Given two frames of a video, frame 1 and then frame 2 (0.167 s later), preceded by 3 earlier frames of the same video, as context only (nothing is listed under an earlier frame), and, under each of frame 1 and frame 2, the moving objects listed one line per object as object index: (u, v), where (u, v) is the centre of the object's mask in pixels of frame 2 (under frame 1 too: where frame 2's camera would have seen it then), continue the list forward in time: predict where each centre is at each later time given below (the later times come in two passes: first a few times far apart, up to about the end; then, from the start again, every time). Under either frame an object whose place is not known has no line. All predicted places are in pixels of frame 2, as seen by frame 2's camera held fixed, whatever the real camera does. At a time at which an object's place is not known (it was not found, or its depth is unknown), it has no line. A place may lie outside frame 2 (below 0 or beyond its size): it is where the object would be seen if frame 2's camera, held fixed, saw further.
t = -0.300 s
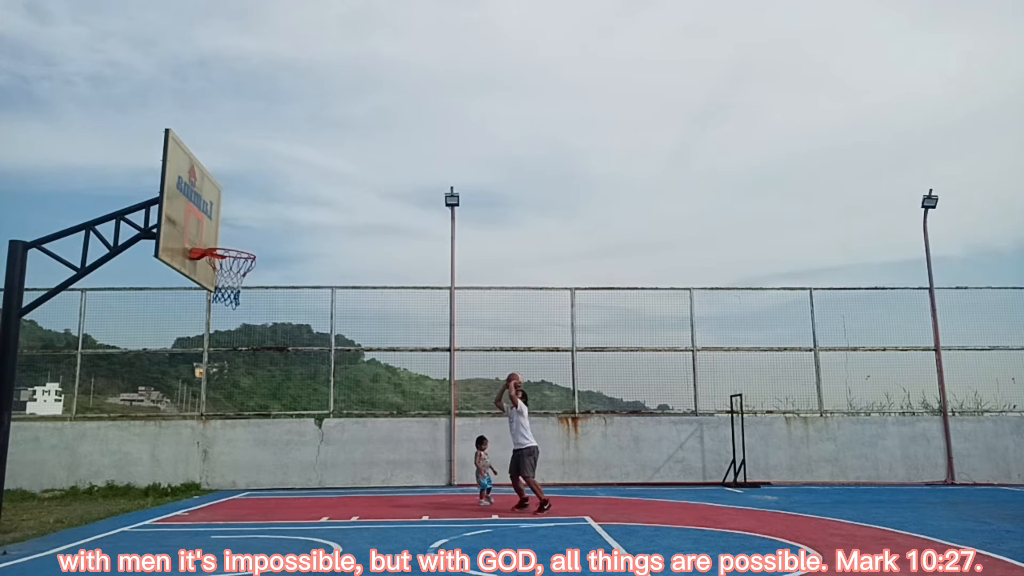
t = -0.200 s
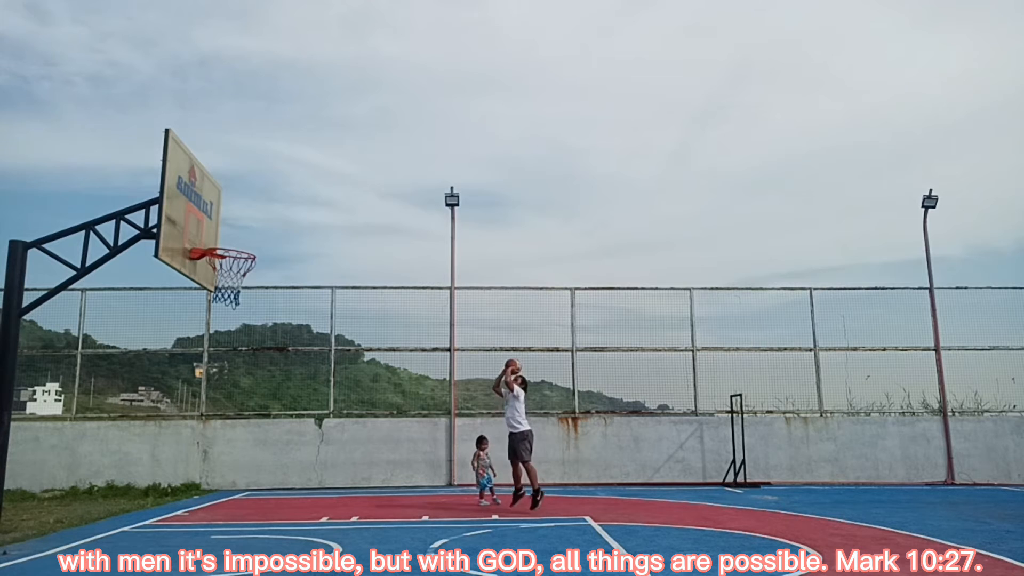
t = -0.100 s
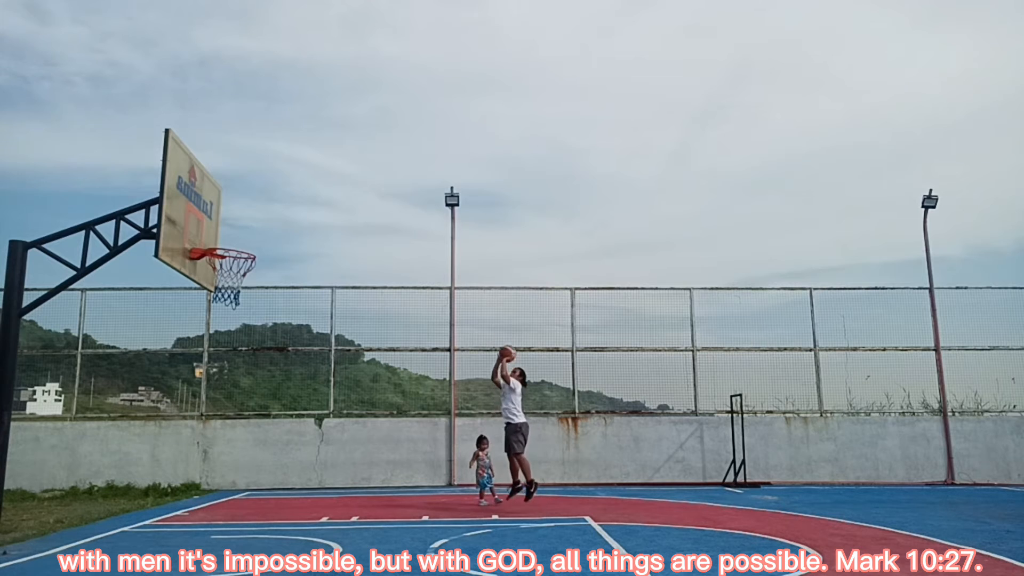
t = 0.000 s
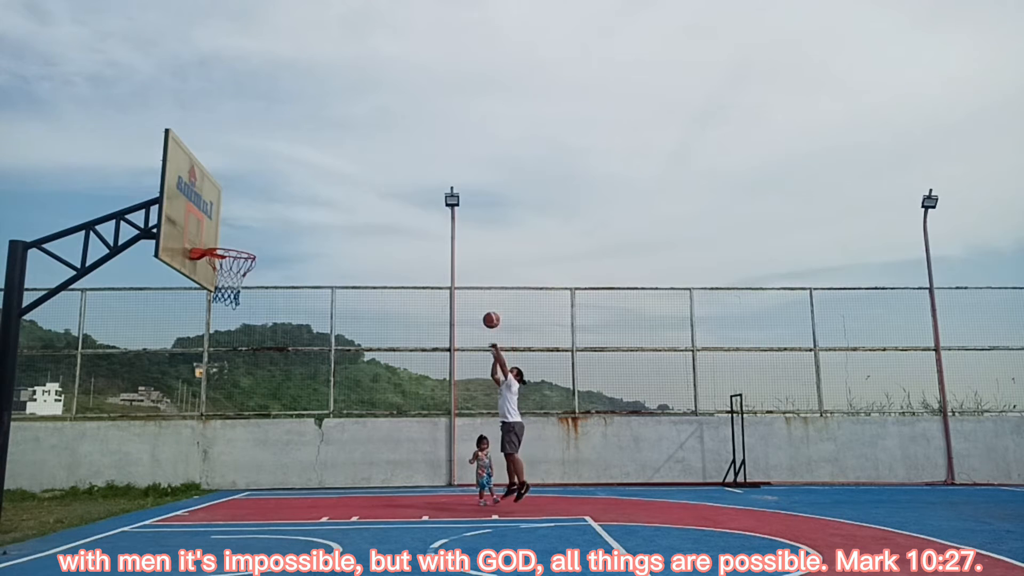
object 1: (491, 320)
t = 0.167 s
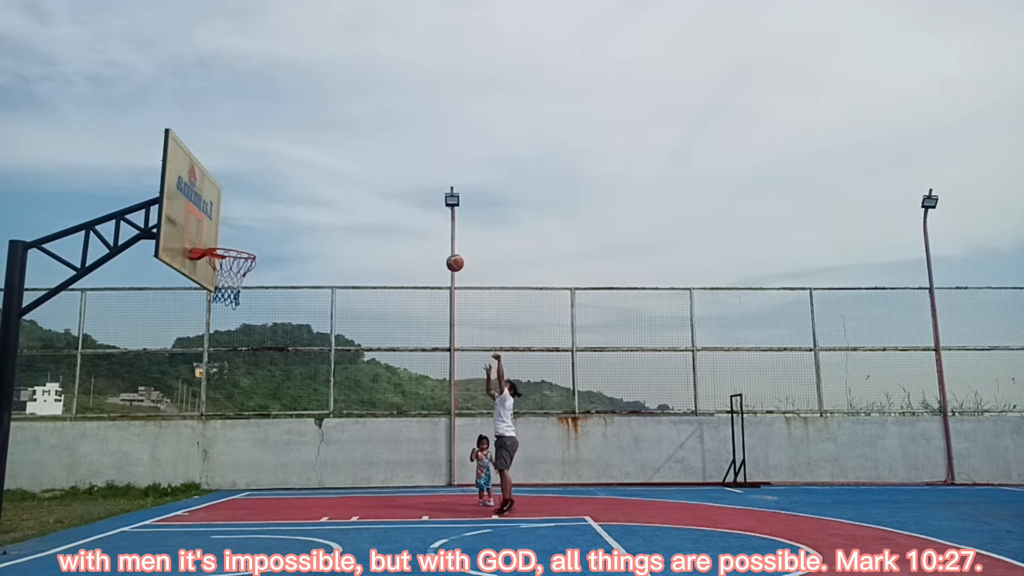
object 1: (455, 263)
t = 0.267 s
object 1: (432, 236)
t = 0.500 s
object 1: (373, 198)
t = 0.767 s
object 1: (293, 204)
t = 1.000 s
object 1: (220, 263)
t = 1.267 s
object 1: (254, 321)
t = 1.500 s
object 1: (282, 420)
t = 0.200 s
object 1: (447, 253)
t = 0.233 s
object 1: (440, 244)
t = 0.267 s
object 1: (432, 236)
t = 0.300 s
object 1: (424, 229)
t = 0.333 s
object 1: (416, 222)
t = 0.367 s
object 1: (407, 215)
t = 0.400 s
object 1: (399, 210)
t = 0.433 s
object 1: (390, 205)
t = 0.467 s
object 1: (382, 201)
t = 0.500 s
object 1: (373, 198)
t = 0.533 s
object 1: (364, 196)
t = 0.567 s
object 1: (354, 194)
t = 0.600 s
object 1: (345, 194)
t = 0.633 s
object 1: (335, 194)
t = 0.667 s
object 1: (325, 195)
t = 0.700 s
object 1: (315, 197)
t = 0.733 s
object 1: (304, 200)
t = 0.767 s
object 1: (293, 204)
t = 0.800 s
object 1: (282, 209)
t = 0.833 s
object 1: (271, 215)
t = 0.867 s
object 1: (259, 223)
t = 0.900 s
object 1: (246, 231)
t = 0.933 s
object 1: (234, 240)
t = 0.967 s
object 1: (221, 252)
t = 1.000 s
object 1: (220, 263)
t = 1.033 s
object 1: (223, 273)
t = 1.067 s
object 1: (228, 281)
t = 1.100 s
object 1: (233, 286)
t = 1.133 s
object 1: (238, 291)
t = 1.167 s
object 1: (242, 297)
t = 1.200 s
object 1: (246, 304)
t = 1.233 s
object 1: (250, 312)
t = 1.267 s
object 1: (254, 321)
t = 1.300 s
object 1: (259, 331)
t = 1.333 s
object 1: (263, 343)
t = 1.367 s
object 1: (266, 355)
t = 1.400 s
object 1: (270, 370)
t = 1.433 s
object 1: (275, 385)
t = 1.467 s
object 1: (279, 402)
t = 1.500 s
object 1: (282, 420)
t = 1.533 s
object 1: (285, 439)
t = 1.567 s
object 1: (288, 460)
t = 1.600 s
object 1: (292, 482)
